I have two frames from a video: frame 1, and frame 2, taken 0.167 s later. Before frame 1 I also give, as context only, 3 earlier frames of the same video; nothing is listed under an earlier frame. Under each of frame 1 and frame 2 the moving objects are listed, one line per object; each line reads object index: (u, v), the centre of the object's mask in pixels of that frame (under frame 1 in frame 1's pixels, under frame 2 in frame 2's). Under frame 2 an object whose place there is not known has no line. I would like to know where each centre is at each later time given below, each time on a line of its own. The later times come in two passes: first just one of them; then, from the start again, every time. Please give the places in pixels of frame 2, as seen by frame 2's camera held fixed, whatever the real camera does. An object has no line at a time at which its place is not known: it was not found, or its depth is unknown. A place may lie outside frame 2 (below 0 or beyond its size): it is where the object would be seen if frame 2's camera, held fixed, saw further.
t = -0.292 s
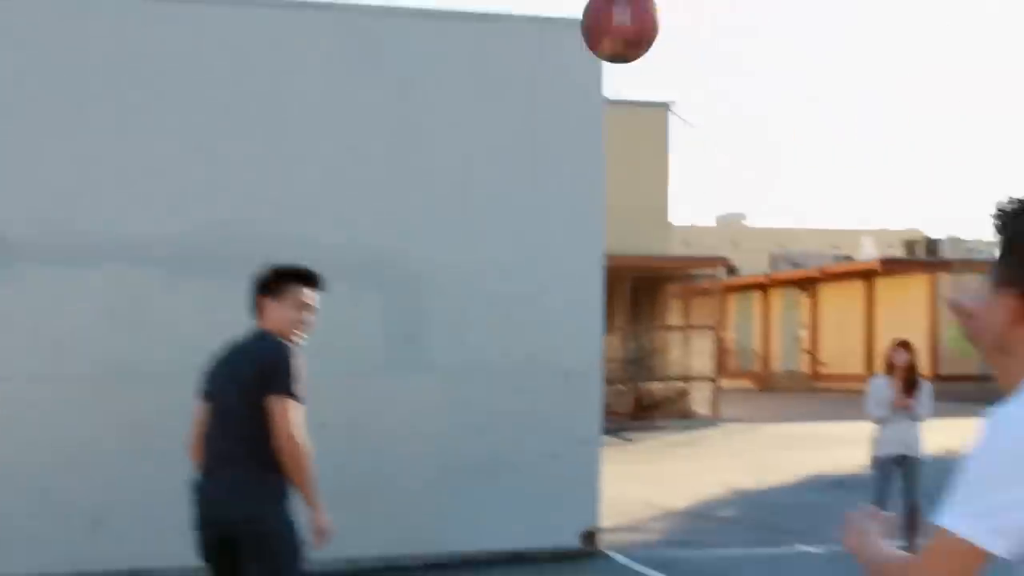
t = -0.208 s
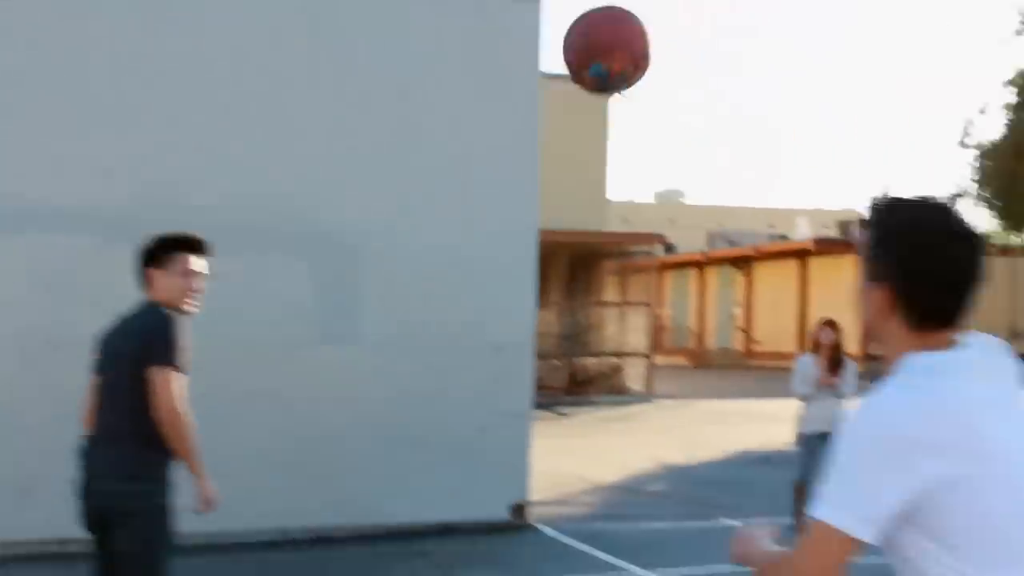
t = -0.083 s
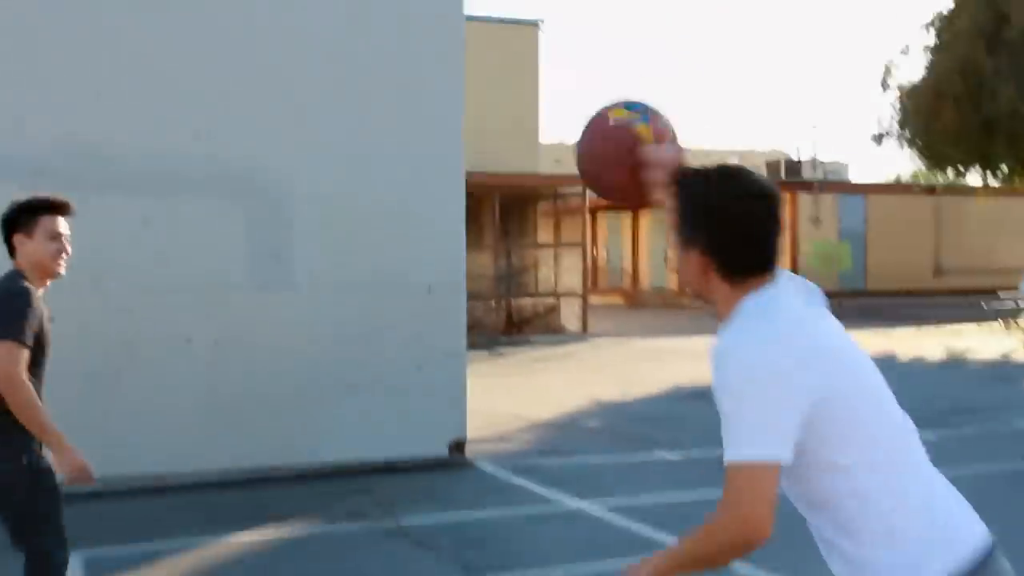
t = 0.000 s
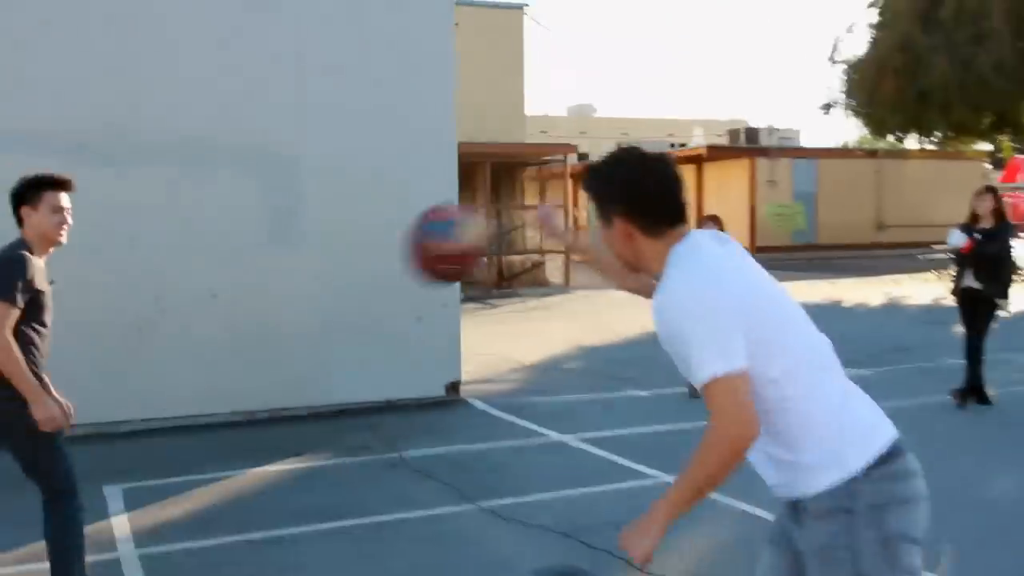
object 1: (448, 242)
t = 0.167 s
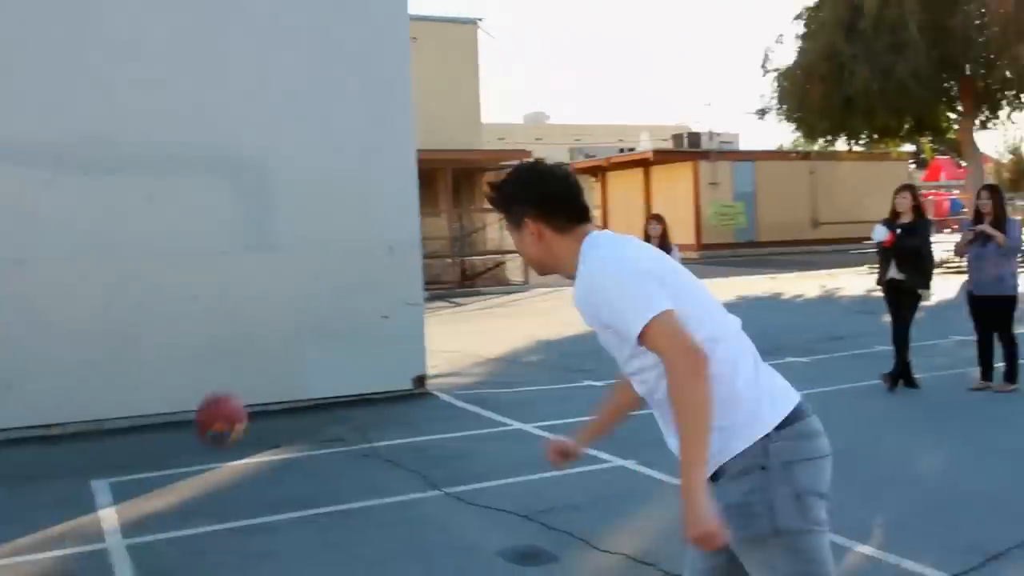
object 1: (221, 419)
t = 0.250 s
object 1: (167, 499)
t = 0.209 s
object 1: (193, 458)
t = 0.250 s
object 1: (167, 499)
